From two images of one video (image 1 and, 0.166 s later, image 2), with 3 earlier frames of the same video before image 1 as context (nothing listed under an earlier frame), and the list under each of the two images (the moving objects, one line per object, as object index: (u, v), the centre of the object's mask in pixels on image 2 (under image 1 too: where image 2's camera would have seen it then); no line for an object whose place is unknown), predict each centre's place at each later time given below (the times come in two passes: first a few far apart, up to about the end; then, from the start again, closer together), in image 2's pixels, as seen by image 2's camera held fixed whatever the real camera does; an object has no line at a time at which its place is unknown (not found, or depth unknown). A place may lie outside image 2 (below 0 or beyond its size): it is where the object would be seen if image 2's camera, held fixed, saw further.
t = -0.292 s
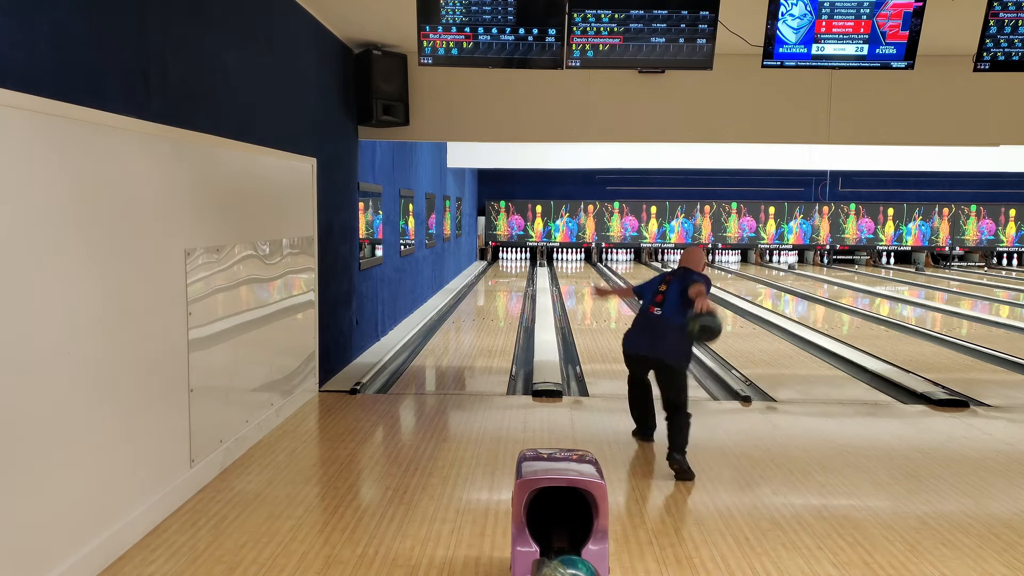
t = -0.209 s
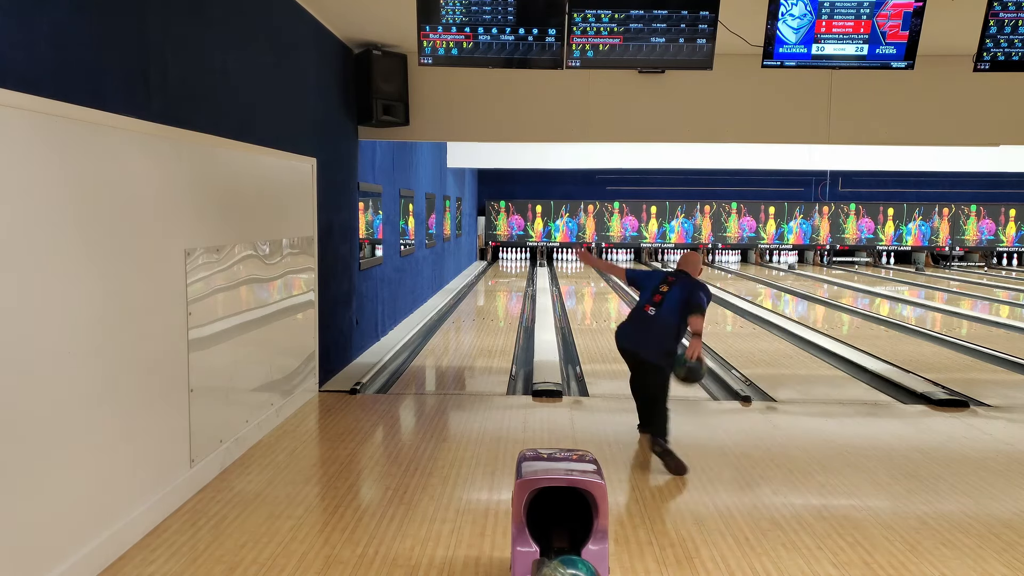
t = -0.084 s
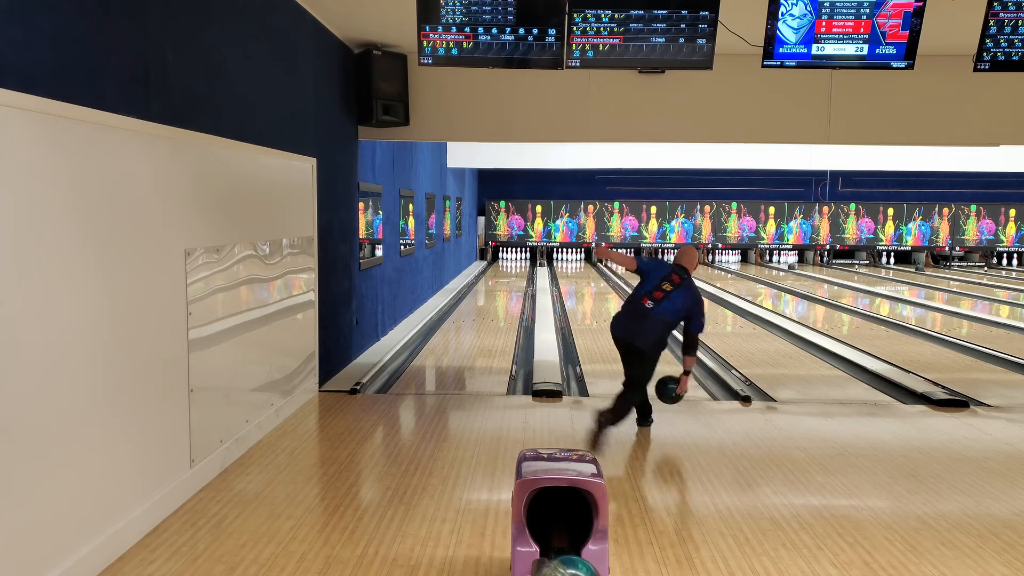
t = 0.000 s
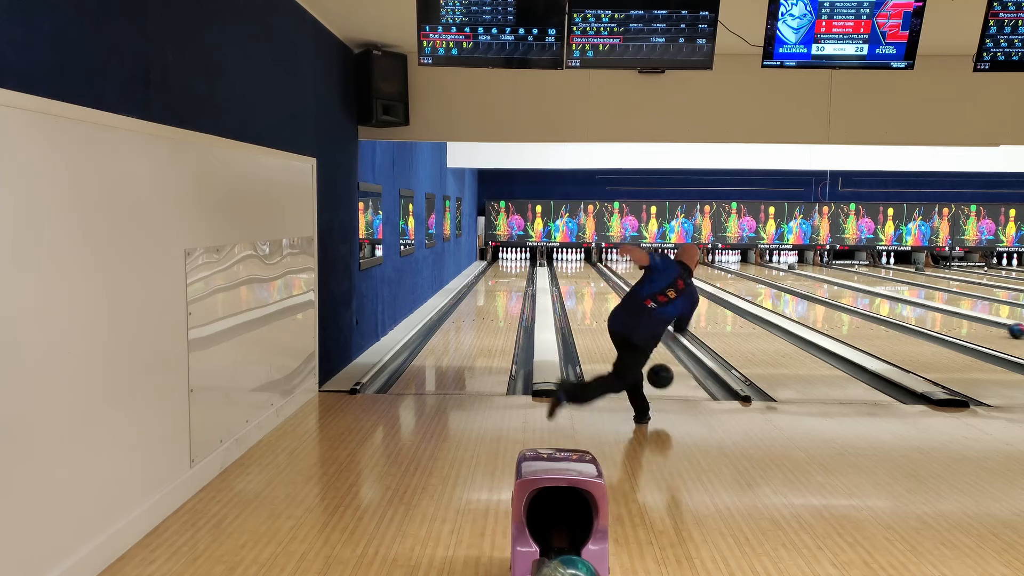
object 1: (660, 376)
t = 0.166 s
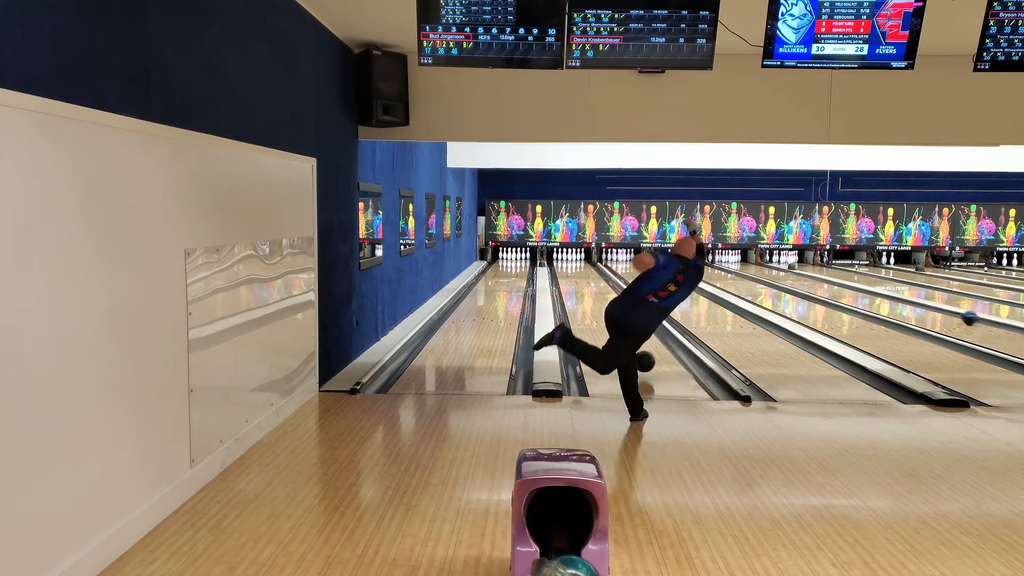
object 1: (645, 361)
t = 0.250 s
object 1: (643, 352)
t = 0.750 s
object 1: (613, 308)
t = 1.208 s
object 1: (602, 286)
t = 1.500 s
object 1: (596, 277)
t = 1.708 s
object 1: (592, 272)
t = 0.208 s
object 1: (643, 357)
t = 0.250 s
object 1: (643, 352)
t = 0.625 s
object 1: (613, 315)
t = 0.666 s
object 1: (613, 312)
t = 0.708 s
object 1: (613, 309)
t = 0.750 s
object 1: (613, 308)
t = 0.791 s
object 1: (613, 305)
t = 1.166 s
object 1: (600, 288)
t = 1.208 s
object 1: (602, 286)
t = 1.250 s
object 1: (602, 285)
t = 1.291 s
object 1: (600, 284)
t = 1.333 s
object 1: (600, 282)
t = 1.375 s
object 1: (599, 280)
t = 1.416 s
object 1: (598, 280)
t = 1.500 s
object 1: (596, 277)
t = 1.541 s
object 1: (595, 276)
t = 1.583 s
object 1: (594, 275)
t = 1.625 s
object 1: (593, 274)
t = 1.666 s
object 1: (593, 273)
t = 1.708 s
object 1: (592, 272)
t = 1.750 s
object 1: (591, 271)
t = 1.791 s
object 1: (590, 270)
